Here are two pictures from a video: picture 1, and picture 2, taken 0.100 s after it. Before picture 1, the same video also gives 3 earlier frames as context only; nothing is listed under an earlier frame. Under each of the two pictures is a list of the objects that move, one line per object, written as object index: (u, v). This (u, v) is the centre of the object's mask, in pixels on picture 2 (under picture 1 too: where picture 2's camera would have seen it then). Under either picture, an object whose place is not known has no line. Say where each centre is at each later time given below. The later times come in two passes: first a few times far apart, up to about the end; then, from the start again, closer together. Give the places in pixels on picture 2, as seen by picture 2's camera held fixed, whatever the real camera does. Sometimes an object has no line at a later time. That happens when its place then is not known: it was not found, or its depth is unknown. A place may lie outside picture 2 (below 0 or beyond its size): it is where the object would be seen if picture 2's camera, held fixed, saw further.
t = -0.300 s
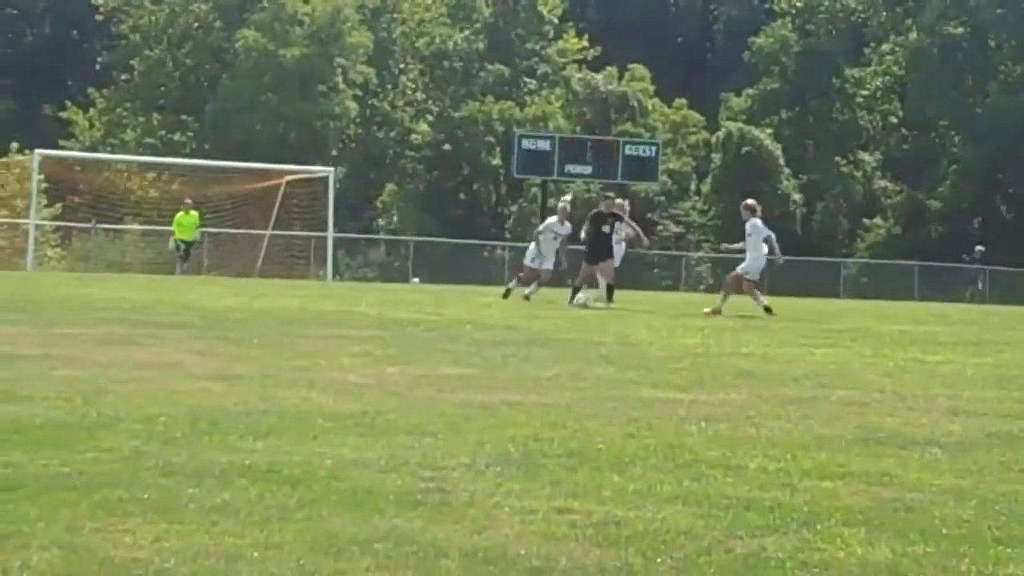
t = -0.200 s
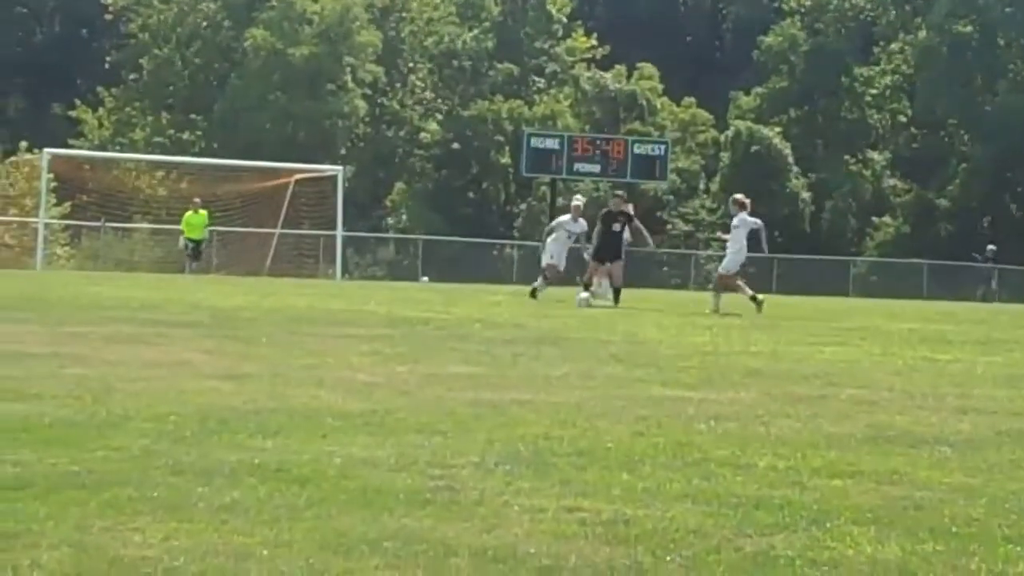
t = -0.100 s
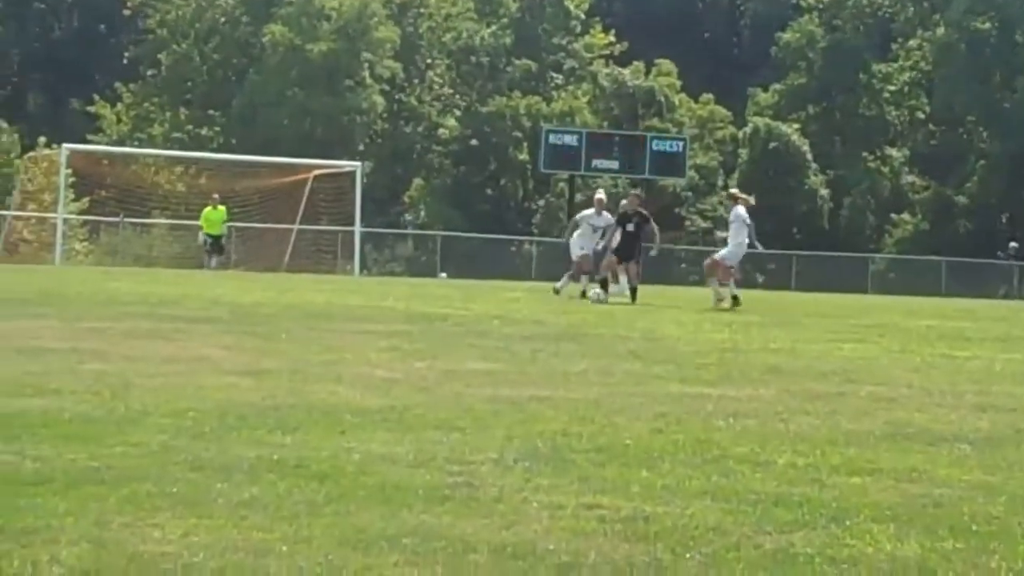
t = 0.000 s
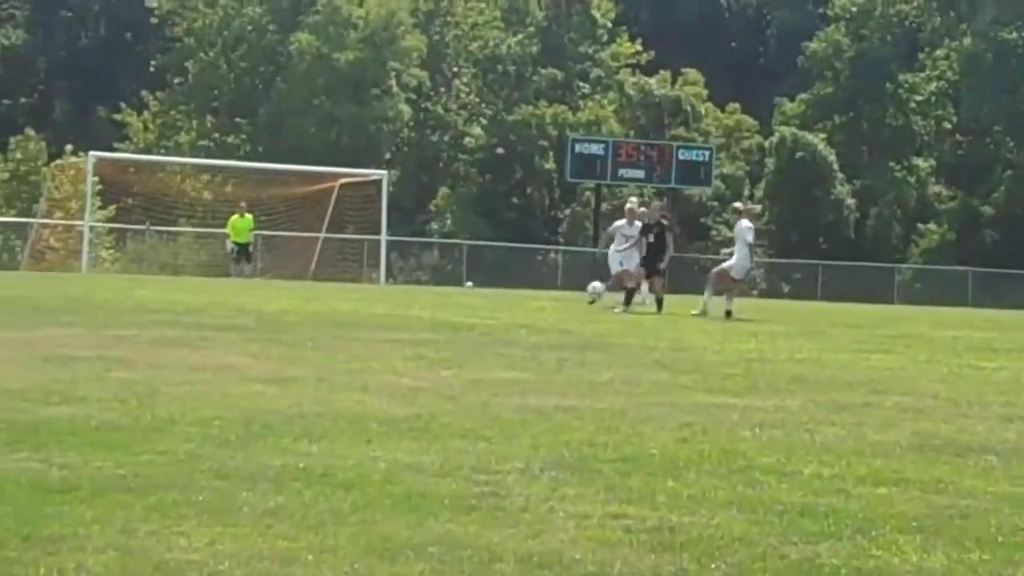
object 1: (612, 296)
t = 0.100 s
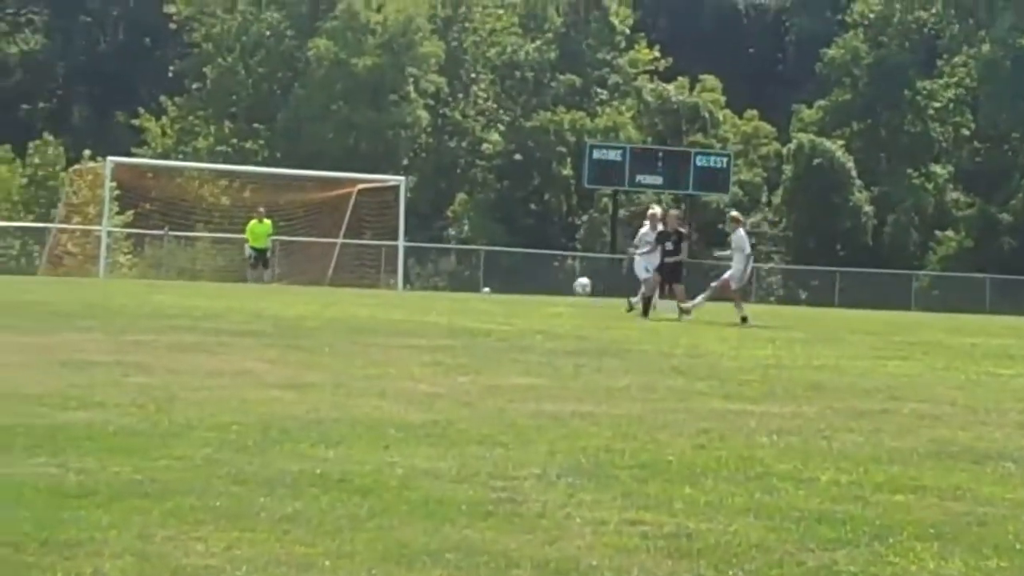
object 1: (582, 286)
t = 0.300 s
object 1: (518, 292)
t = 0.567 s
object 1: (447, 297)
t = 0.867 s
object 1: (386, 312)
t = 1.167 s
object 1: (322, 309)
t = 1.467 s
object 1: (254, 311)
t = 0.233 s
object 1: (540, 286)
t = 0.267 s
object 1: (529, 289)
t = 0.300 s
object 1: (518, 292)
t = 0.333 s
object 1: (506, 297)
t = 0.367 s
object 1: (495, 303)
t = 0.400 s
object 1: (483, 311)
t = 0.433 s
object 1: (472, 314)
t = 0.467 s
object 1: (465, 311)
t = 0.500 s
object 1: (459, 306)
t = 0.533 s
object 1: (453, 301)
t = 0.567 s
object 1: (447, 297)
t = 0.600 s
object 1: (441, 294)
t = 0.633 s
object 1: (434, 293)
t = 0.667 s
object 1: (428, 292)
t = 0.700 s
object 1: (422, 293)
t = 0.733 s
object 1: (416, 294)
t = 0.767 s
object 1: (408, 297)
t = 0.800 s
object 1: (402, 301)
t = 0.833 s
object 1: (395, 306)
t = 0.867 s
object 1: (386, 312)
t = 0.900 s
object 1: (379, 317)
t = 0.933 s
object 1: (373, 316)
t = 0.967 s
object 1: (366, 311)
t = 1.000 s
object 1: (360, 308)
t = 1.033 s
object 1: (353, 306)
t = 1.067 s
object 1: (346, 305)
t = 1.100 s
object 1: (338, 306)
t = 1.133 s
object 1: (331, 307)
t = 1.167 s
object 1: (322, 309)
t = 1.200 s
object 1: (315, 313)
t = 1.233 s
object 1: (308, 318)
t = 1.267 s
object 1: (300, 322)
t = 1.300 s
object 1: (291, 322)
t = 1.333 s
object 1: (284, 318)
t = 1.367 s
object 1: (278, 314)
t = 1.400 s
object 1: (270, 311)
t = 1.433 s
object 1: (262, 310)
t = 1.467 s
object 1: (254, 311)
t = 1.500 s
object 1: (246, 312)
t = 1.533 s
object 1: (238, 313)
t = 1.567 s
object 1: (229, 316)
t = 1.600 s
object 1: (221, 323)
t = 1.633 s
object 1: (212, 326)
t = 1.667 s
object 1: (205, 326)
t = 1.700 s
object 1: (197, 324)
